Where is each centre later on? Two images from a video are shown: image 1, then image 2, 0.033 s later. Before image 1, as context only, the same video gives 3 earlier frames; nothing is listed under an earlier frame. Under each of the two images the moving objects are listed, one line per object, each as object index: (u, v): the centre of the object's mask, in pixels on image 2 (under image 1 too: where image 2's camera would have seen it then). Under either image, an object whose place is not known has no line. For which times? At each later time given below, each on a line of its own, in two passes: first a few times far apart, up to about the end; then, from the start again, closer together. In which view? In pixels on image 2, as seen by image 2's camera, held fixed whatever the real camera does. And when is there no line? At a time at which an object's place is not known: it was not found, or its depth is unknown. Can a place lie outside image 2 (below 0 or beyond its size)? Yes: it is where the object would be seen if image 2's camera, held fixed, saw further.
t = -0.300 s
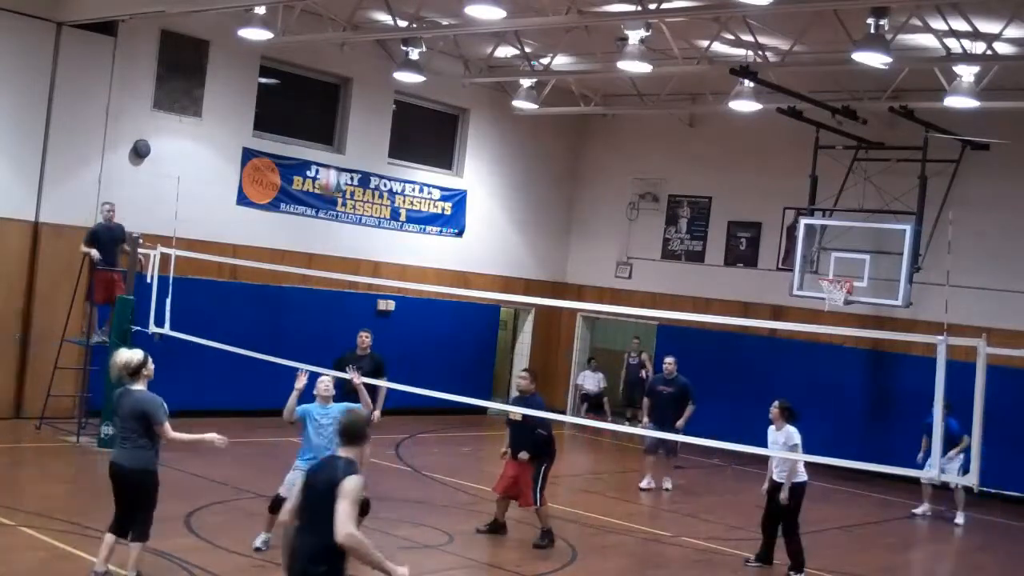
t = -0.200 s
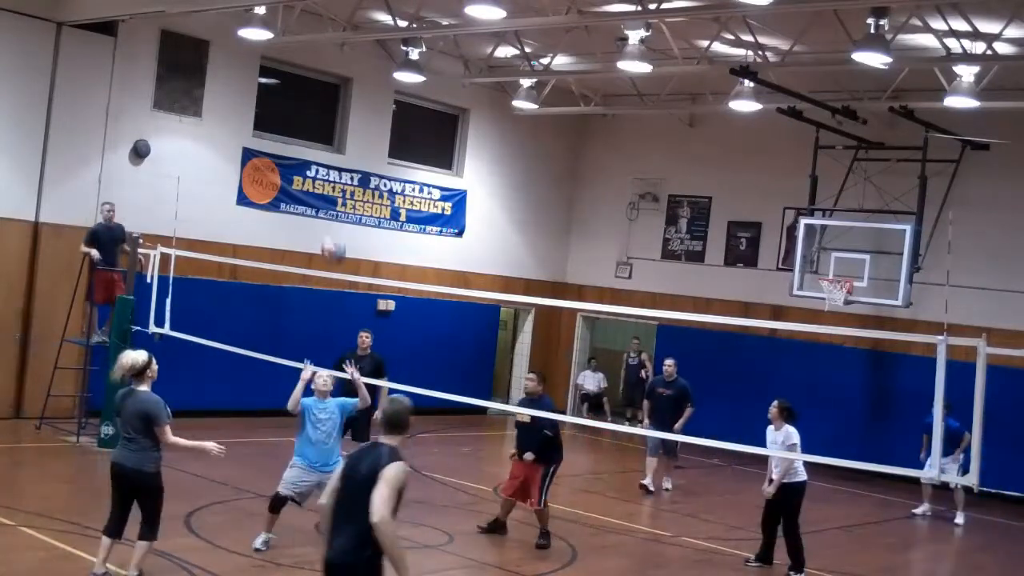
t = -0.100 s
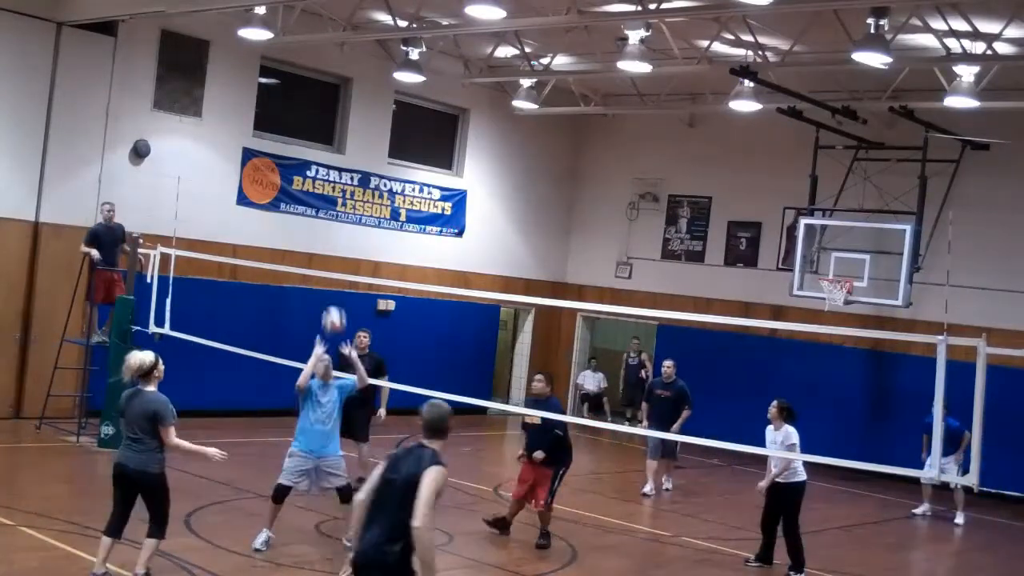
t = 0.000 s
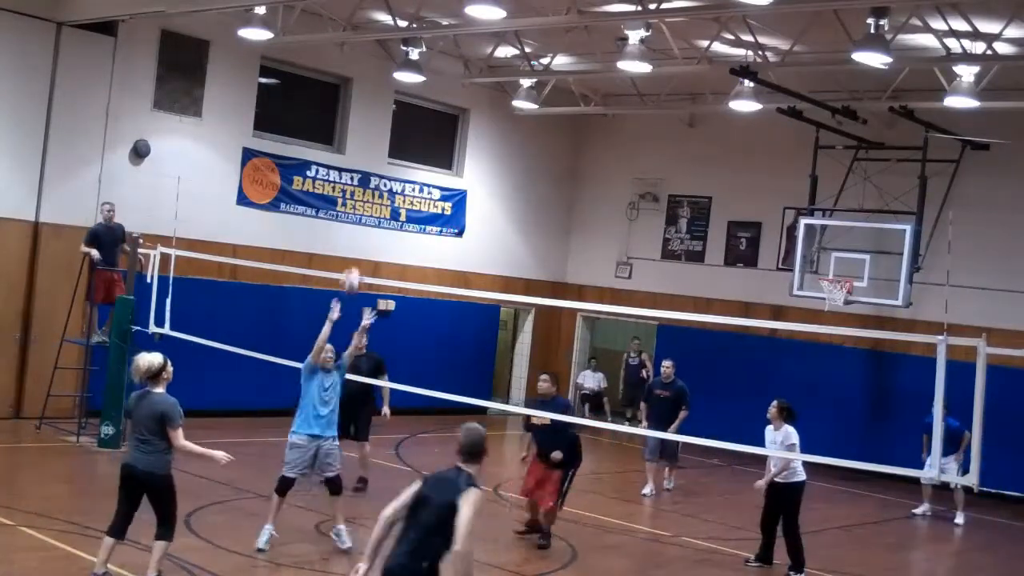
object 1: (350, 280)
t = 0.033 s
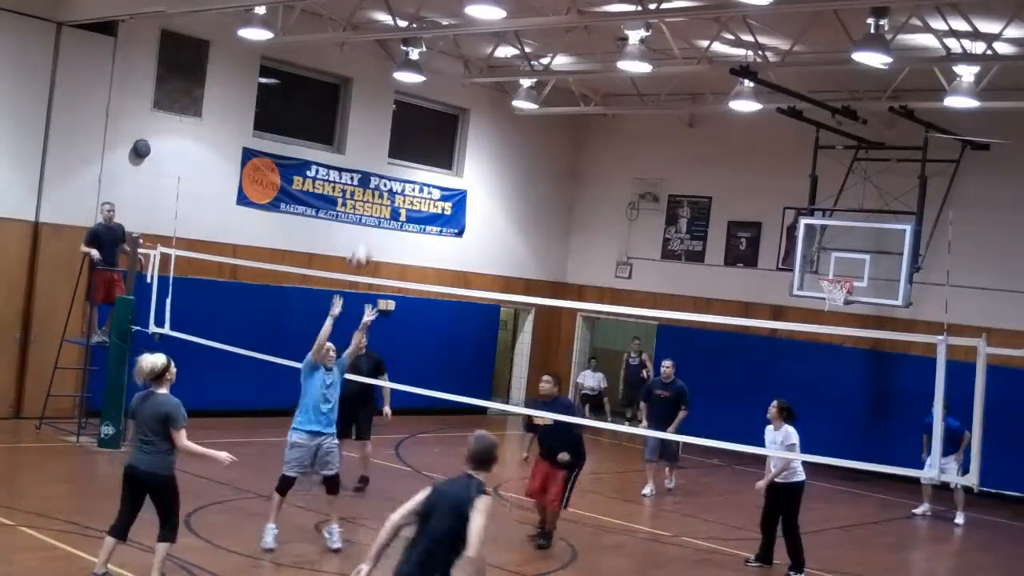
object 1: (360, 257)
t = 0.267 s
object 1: (409, 119)
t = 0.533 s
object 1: (461, 37)
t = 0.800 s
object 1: (506, 41)
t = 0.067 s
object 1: (367, 234)
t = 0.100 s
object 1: (374, 213)
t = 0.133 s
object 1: (381, 190)
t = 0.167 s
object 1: (388, 169)
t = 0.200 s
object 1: (396, 151)
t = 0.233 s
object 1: (402, 135)
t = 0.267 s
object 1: (409, 119)
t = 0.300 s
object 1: (416, 104)
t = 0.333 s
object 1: (423, 90)
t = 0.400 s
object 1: (436, 66)
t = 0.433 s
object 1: (443, 56)
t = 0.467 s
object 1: (448, 49)
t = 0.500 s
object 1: (454, 42)
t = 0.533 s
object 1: (461, 37)
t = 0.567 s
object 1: (467, 33)
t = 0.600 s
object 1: (473, 30)
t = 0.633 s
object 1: (479, 28)
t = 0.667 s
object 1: (484, 28)
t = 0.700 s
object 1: (490, 29)
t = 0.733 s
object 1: (496, 32)
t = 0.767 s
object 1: (501, 36)
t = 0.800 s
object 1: (506, 41)
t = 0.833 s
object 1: (512, 48)
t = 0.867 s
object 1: (517, 55)
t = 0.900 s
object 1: (521, 64)
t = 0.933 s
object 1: (526, 76)
